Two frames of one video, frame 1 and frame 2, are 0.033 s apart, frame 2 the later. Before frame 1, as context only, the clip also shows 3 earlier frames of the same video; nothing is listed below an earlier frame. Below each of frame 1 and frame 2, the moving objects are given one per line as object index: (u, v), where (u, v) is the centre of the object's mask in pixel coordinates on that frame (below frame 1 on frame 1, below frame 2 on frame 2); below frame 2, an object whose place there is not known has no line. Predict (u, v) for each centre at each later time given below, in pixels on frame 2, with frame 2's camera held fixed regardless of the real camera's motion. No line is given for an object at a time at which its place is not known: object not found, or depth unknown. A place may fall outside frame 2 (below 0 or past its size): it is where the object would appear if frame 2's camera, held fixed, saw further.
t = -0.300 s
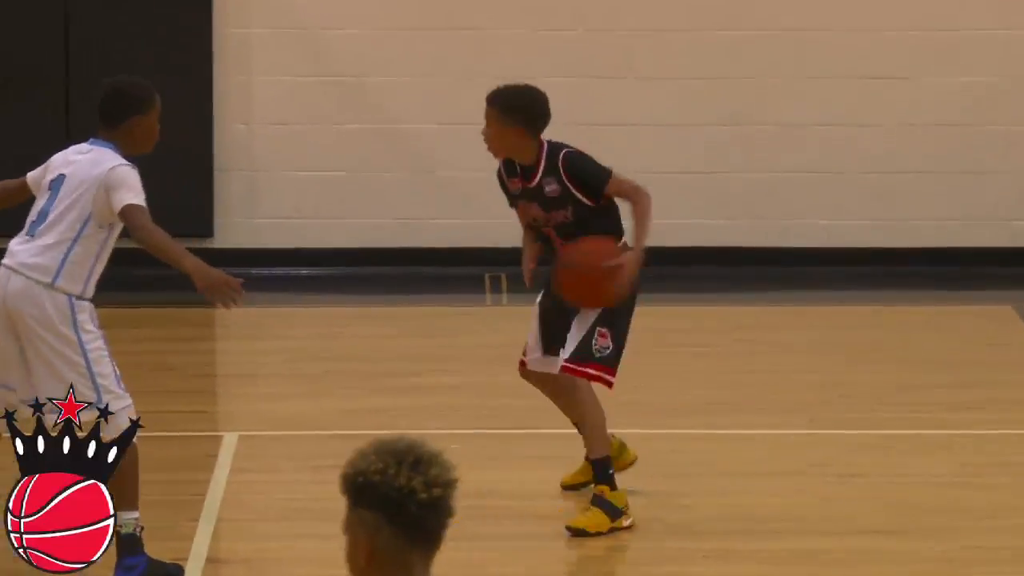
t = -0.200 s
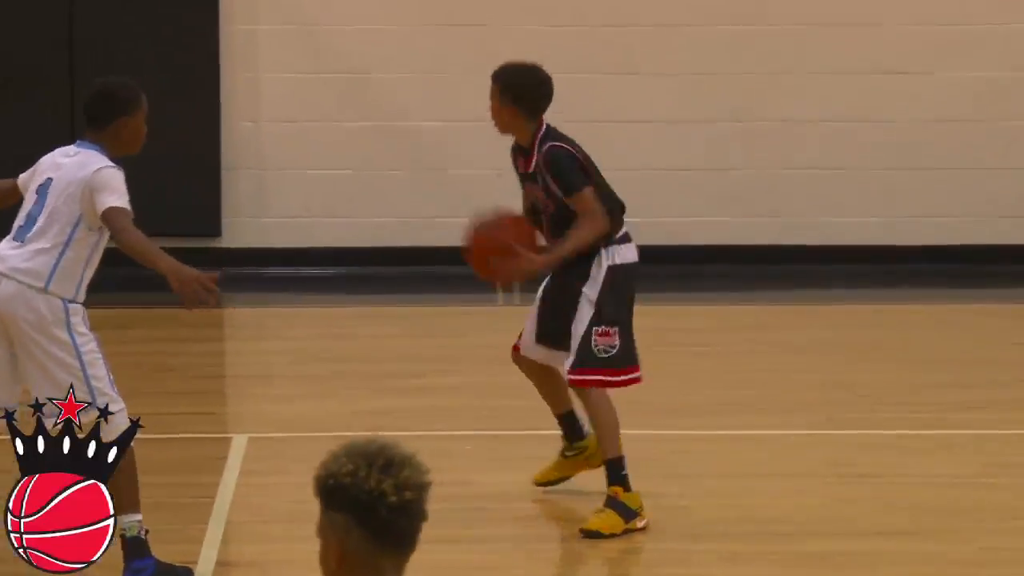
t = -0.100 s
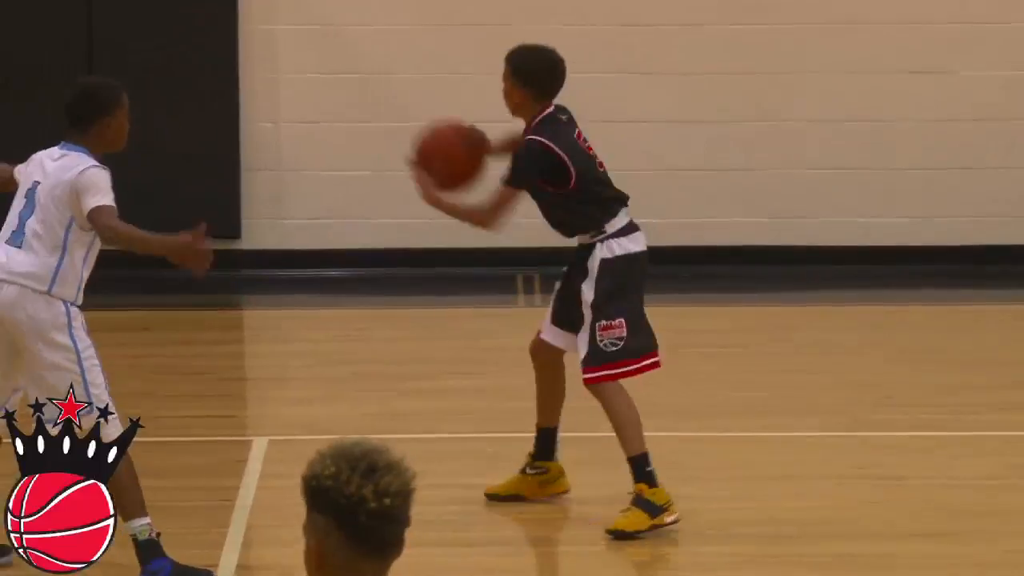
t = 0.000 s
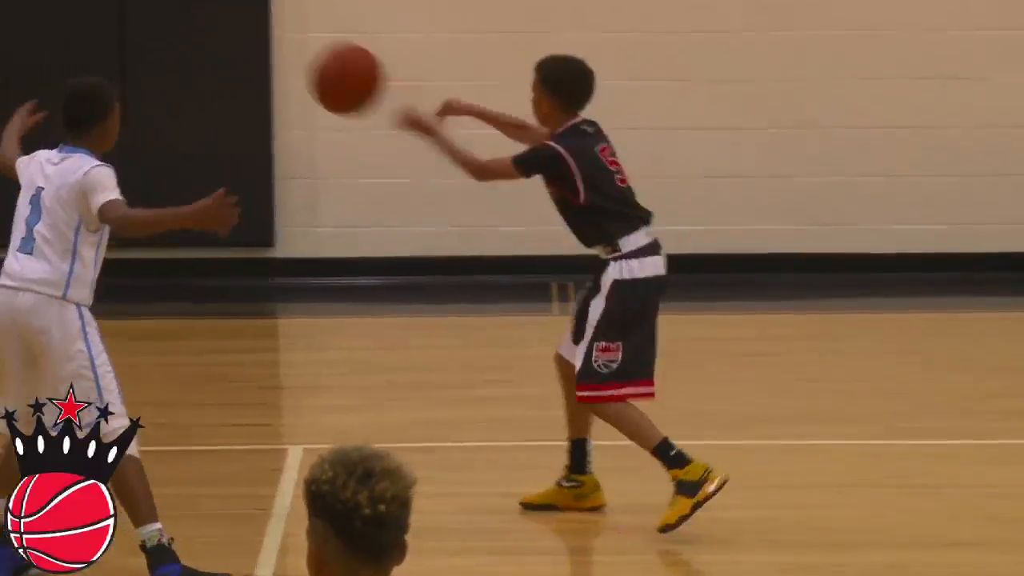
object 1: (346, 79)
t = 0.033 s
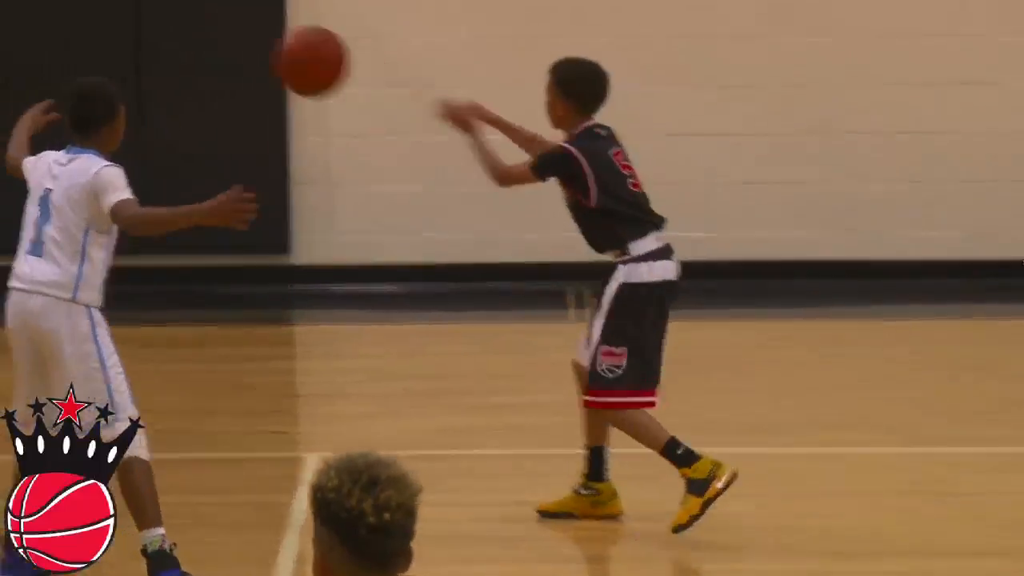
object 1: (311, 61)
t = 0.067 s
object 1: (268, 41)
